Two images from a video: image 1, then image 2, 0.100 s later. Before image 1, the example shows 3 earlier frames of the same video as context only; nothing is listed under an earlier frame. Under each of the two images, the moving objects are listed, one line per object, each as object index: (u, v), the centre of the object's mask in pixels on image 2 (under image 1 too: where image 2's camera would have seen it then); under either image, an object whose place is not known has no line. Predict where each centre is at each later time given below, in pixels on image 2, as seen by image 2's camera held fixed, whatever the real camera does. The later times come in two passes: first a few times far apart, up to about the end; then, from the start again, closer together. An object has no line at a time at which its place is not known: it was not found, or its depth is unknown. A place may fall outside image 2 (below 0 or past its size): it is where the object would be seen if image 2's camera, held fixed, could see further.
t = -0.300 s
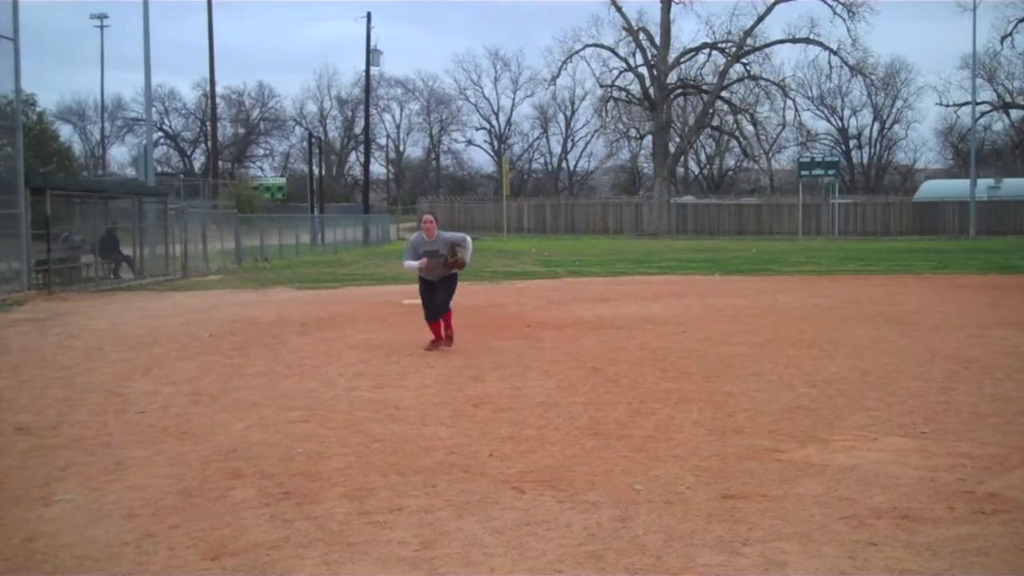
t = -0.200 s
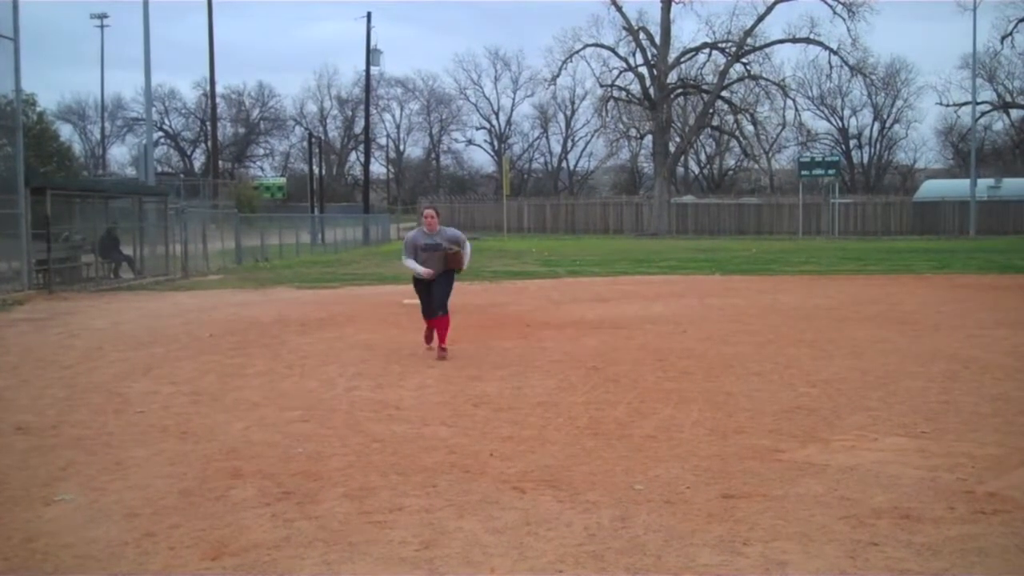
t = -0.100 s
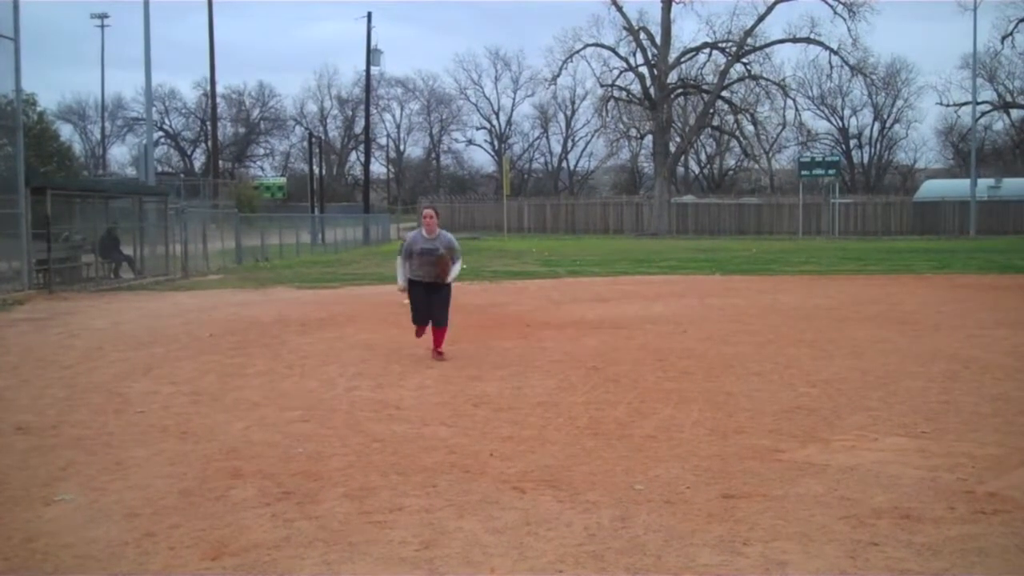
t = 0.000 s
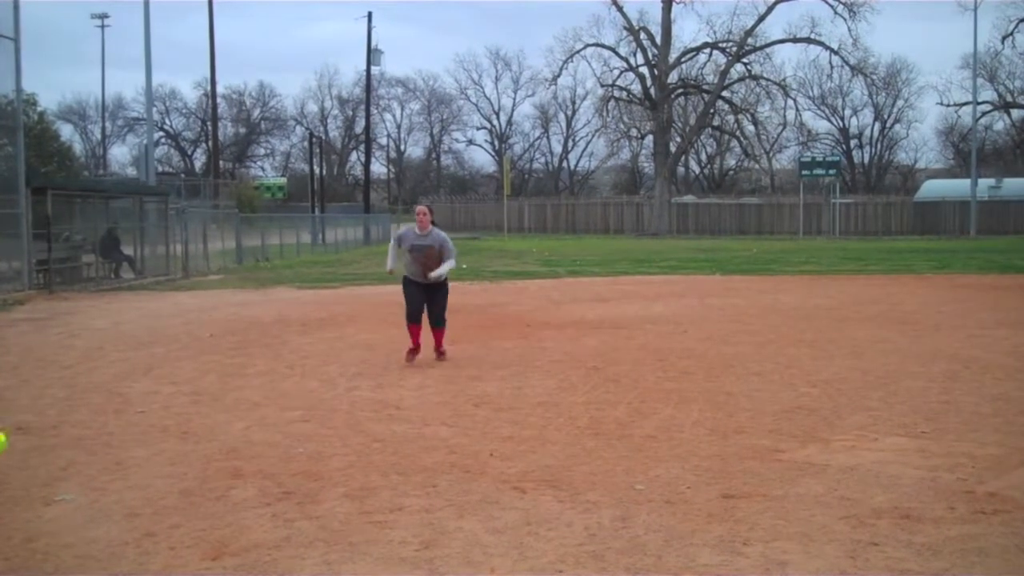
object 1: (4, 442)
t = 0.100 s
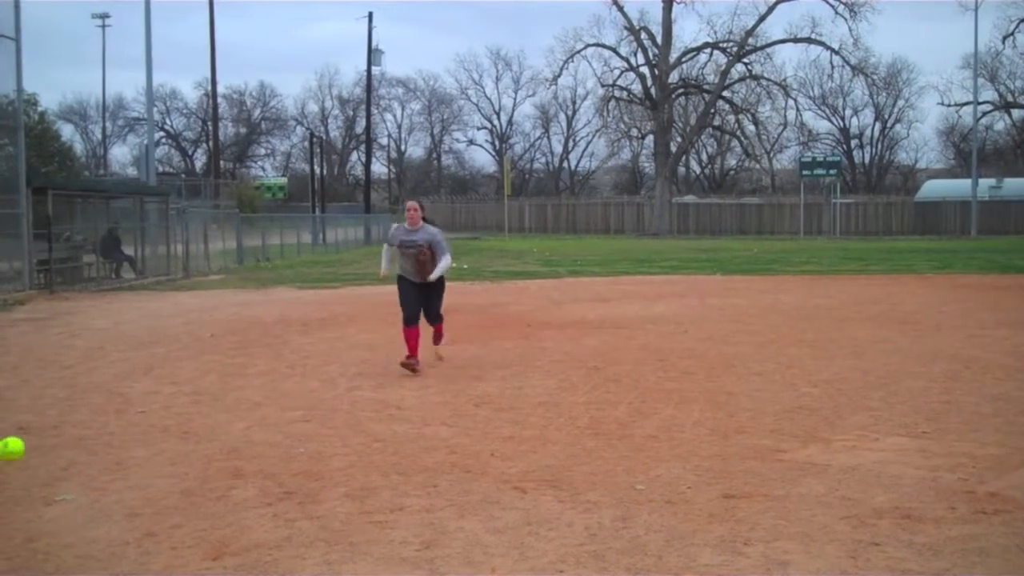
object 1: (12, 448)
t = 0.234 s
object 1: (35, 498)
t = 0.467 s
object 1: (77, 518)
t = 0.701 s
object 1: (117, 519)
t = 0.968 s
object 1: (153, 502)
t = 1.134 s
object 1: (171, 493)
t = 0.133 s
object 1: (18, 457)
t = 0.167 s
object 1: (23, 468)
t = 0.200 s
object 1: (30, 481)
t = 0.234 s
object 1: (35, 498)
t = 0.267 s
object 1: (43, 516)
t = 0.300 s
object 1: (47, 538)
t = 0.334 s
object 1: (53, 546)
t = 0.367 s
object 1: (61, 534)
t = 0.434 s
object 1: (71, 522)
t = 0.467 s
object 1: (77, 518)
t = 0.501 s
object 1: (84, 517)
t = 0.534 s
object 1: (89, 520)
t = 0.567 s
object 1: (97, 525)
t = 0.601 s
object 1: (102, 526)
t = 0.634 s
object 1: (107, 524)
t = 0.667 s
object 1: (113, 521)
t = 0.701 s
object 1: (117, 519)
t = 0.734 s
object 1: (121, 516)
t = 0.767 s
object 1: (126, 514)
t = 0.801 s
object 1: (130, 512)
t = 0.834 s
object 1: (135, 510)
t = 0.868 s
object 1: (140, 508)
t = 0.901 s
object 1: (144, 506)
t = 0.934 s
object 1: (149, 504)
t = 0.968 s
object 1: (153, 502)
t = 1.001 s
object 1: (157, 500)
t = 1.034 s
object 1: (161, 498)
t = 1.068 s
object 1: (164, 496)
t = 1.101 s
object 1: (168, 494)
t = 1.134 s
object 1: (171, 493)
